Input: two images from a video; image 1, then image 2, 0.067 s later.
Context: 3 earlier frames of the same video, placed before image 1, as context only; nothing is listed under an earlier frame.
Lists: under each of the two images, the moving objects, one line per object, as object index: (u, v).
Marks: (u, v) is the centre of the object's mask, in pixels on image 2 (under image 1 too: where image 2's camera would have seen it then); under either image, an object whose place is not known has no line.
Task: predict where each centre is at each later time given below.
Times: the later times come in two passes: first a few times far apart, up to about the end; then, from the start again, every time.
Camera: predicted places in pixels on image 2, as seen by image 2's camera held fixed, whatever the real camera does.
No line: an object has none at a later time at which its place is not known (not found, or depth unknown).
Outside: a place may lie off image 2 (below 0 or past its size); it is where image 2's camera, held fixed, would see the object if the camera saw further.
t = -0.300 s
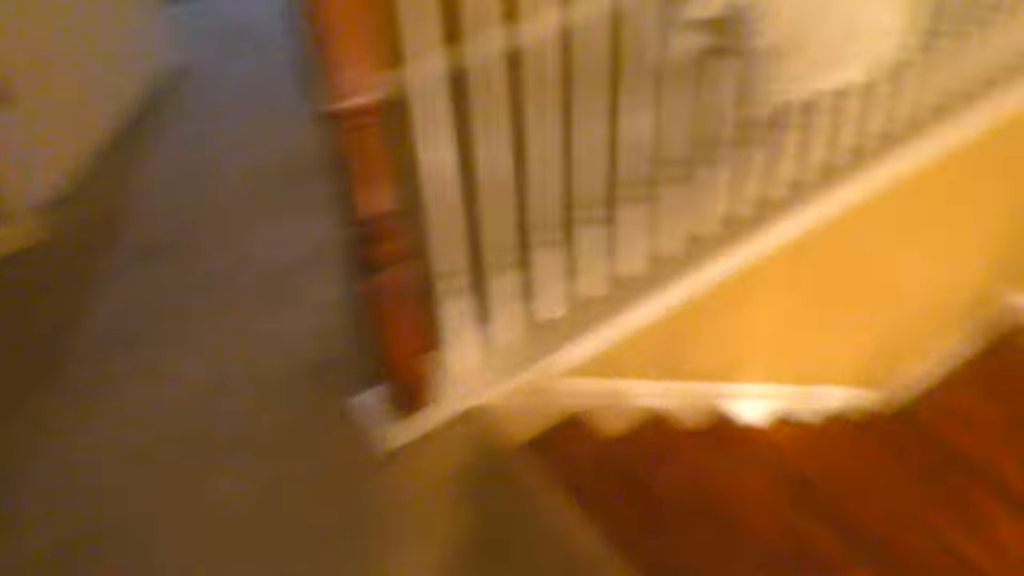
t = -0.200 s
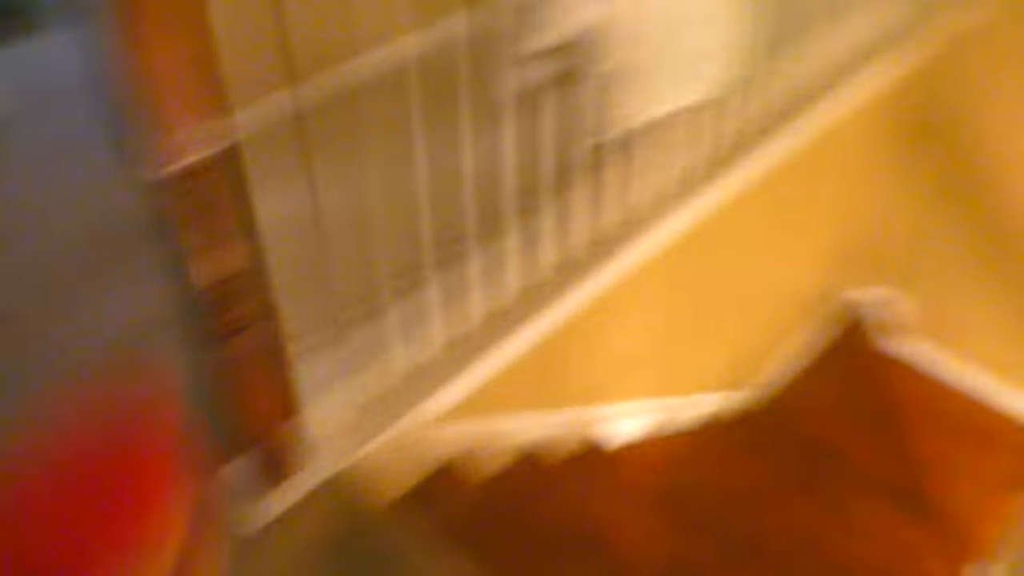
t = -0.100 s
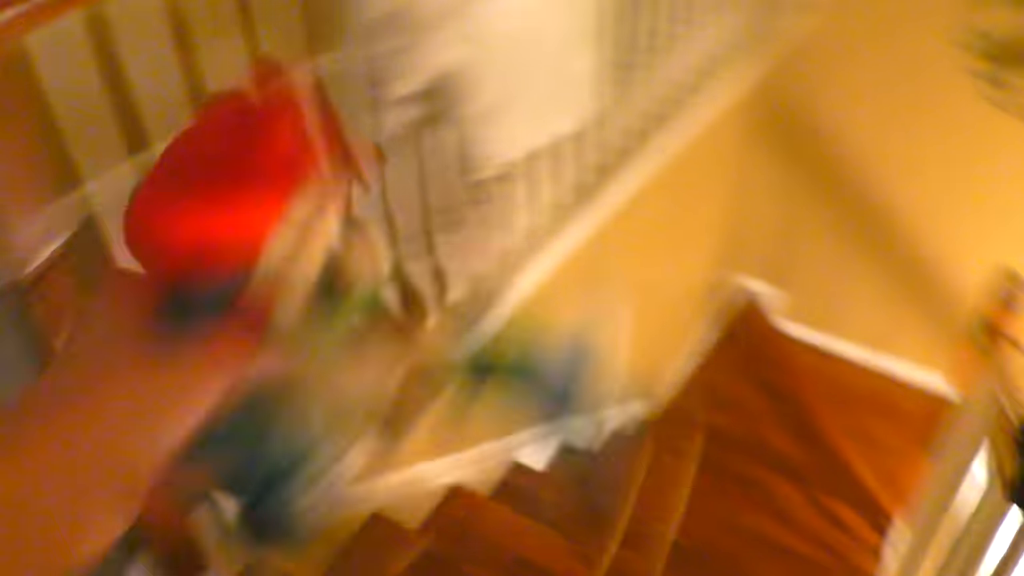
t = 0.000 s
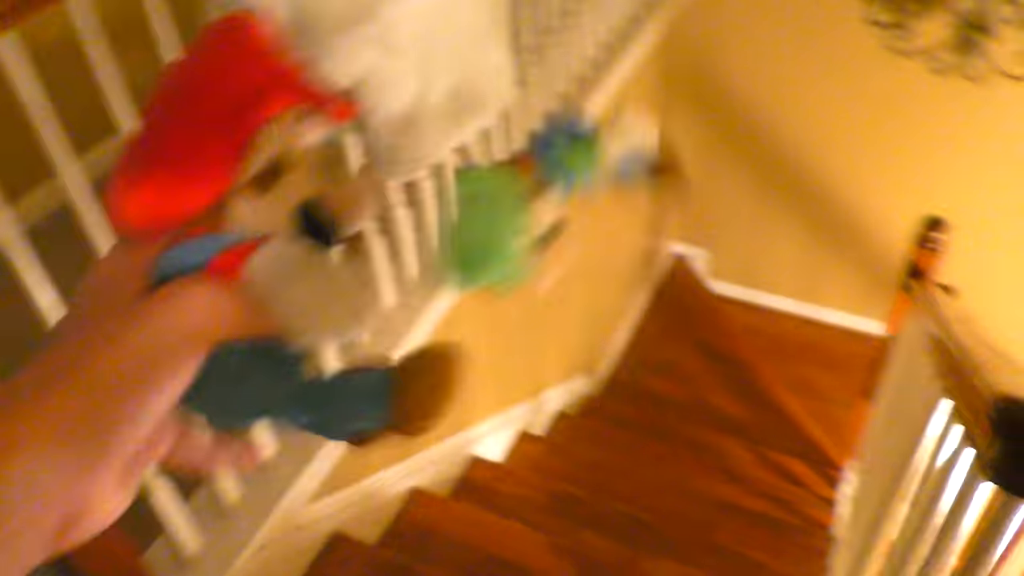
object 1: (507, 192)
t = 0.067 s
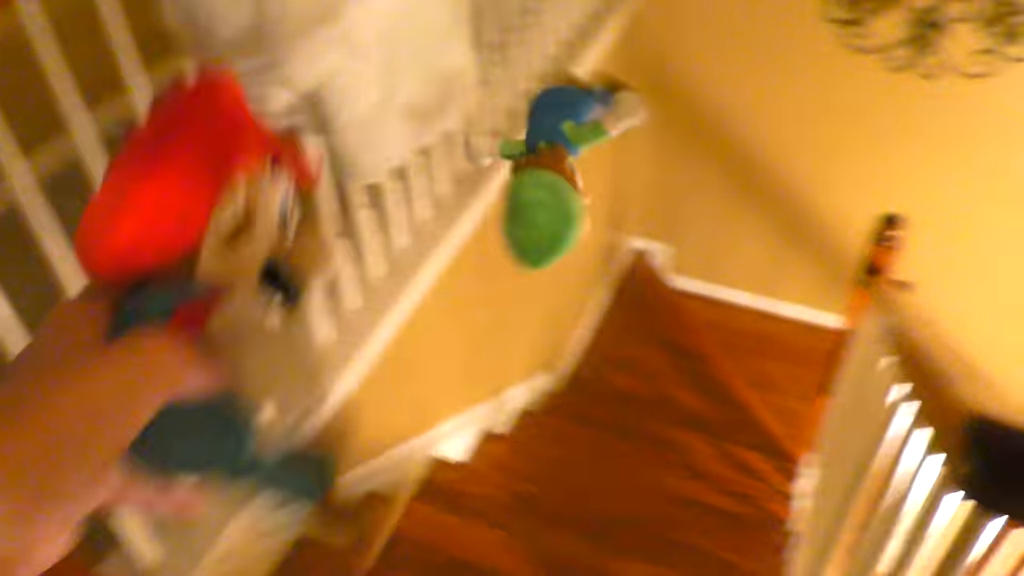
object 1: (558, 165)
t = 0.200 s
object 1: (590, 185)
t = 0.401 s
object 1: (605, 314)
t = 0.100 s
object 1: (573, 160)
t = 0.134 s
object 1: (581, 166)
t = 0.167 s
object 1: (587, 177)
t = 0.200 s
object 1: (590, 185)
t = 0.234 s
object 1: (589, 197)
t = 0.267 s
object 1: (591, 214)
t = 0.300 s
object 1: (592, 238)
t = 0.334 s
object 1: (592, 263)
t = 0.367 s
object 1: (598, 290)
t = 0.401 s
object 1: (605, 314)
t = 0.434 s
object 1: (605, 330)
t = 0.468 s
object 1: (602, 354)
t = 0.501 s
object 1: (602, 373)
